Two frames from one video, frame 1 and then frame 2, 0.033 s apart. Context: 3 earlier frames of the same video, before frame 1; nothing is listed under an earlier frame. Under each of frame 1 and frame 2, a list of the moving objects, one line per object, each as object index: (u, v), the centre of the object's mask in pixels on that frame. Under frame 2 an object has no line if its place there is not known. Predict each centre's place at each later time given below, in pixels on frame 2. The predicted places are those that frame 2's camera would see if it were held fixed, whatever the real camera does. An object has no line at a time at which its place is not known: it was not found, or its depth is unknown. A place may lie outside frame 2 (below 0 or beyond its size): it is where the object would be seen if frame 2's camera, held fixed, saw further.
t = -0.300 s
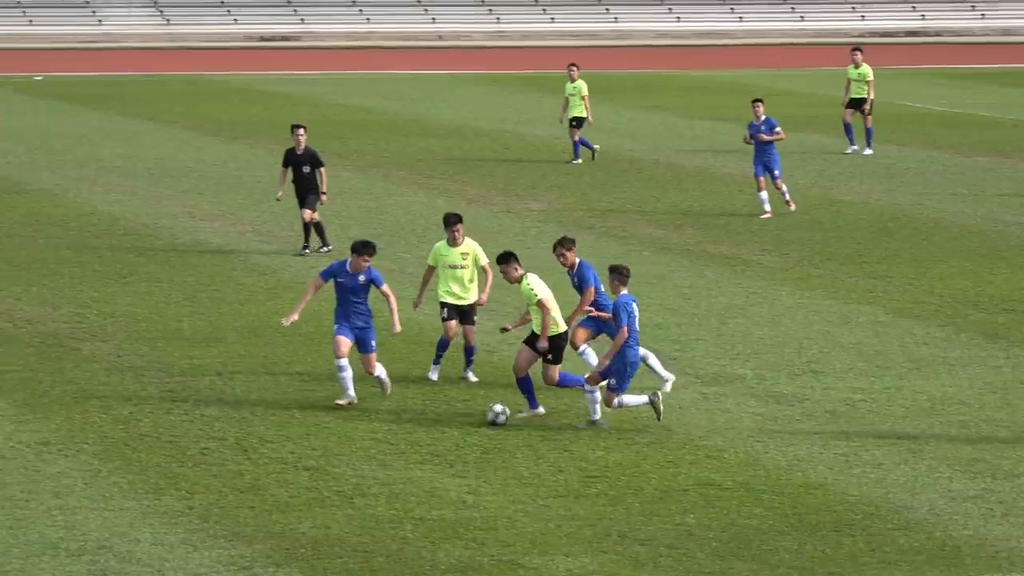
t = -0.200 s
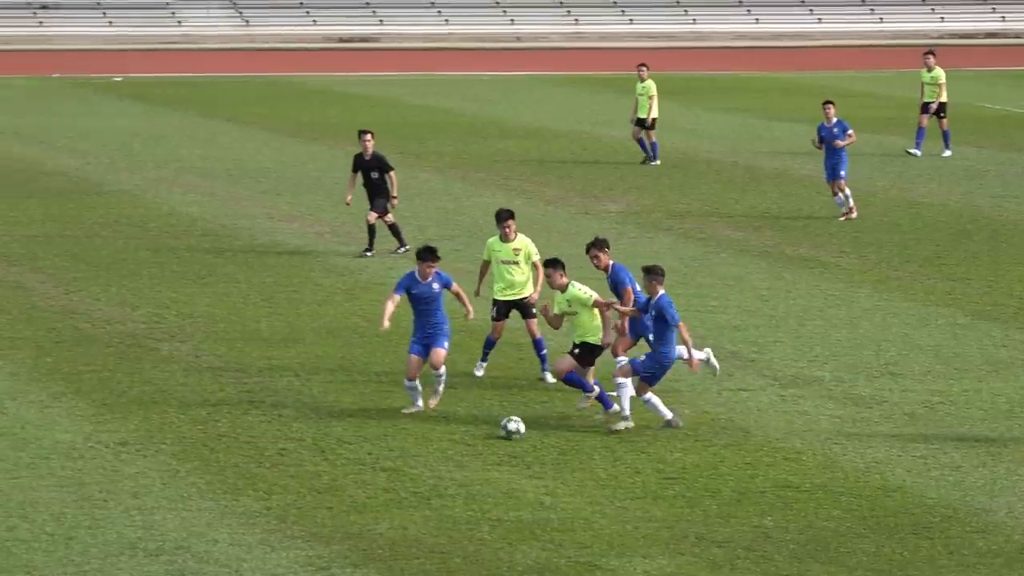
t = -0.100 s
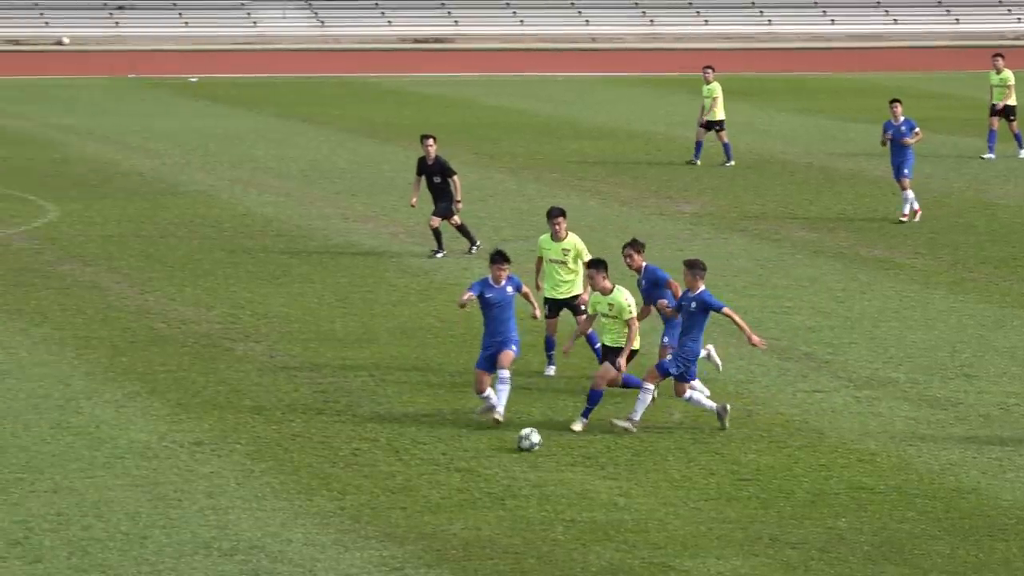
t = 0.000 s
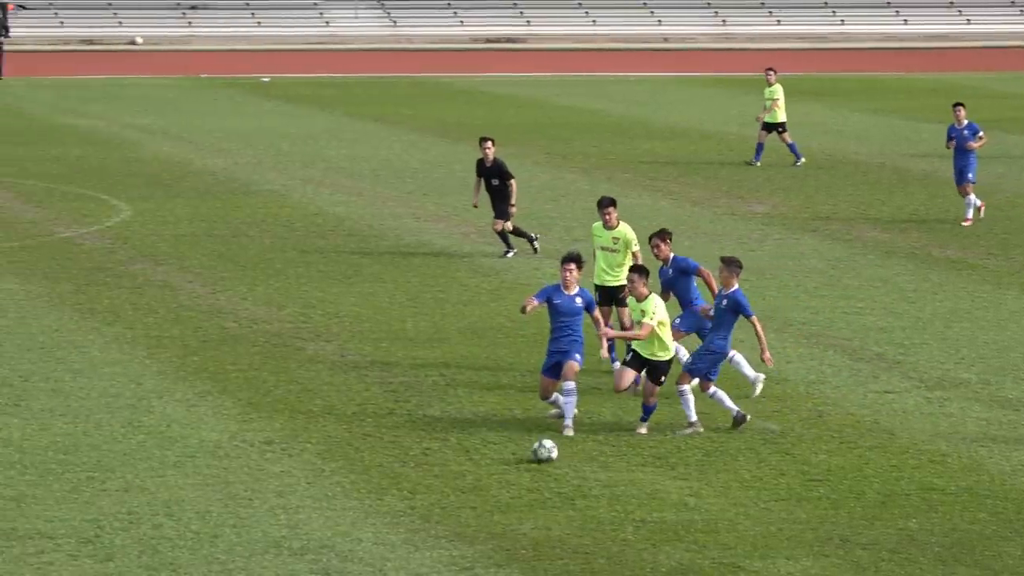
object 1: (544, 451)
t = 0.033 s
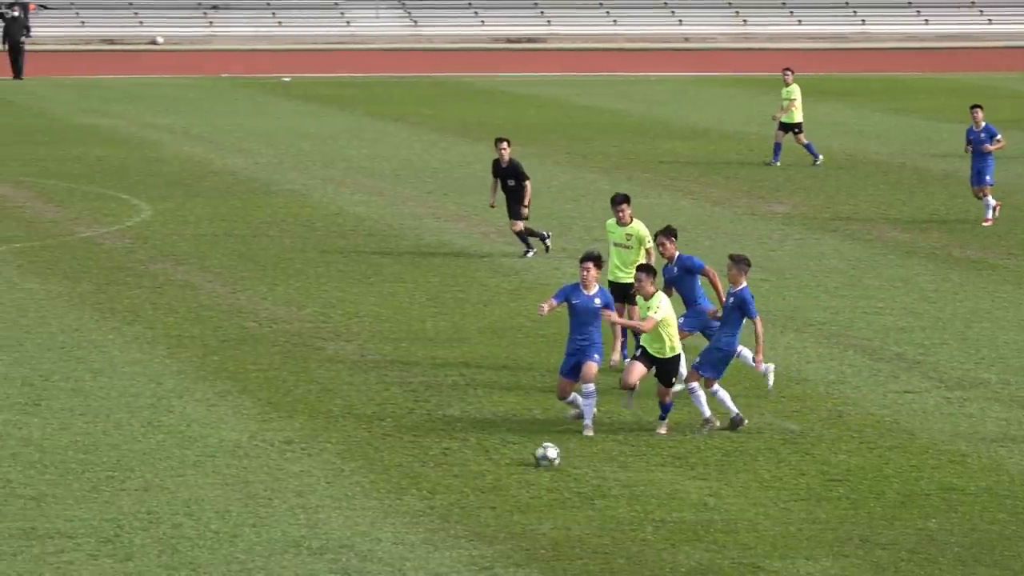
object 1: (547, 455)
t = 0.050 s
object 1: (539, 457)
